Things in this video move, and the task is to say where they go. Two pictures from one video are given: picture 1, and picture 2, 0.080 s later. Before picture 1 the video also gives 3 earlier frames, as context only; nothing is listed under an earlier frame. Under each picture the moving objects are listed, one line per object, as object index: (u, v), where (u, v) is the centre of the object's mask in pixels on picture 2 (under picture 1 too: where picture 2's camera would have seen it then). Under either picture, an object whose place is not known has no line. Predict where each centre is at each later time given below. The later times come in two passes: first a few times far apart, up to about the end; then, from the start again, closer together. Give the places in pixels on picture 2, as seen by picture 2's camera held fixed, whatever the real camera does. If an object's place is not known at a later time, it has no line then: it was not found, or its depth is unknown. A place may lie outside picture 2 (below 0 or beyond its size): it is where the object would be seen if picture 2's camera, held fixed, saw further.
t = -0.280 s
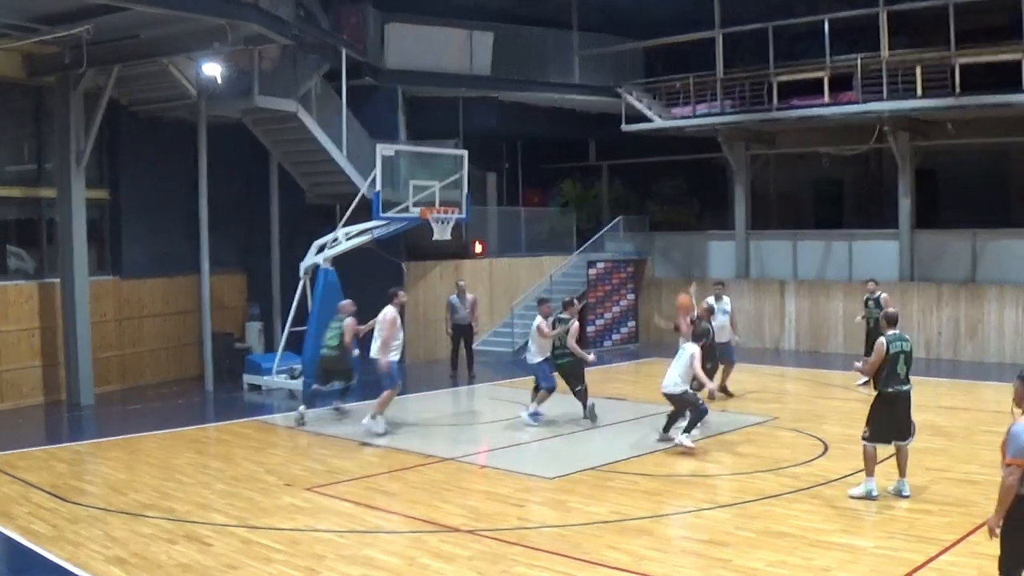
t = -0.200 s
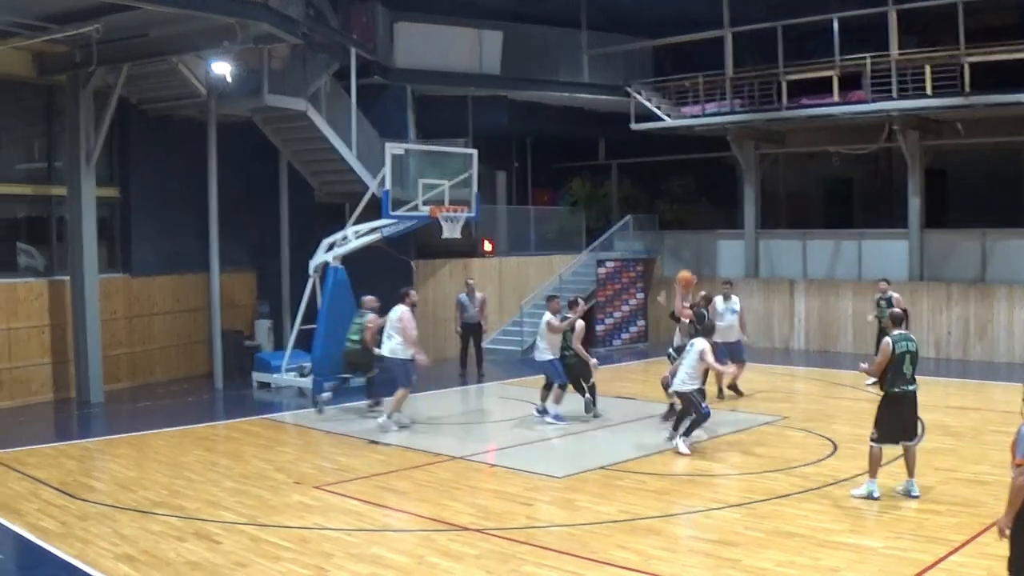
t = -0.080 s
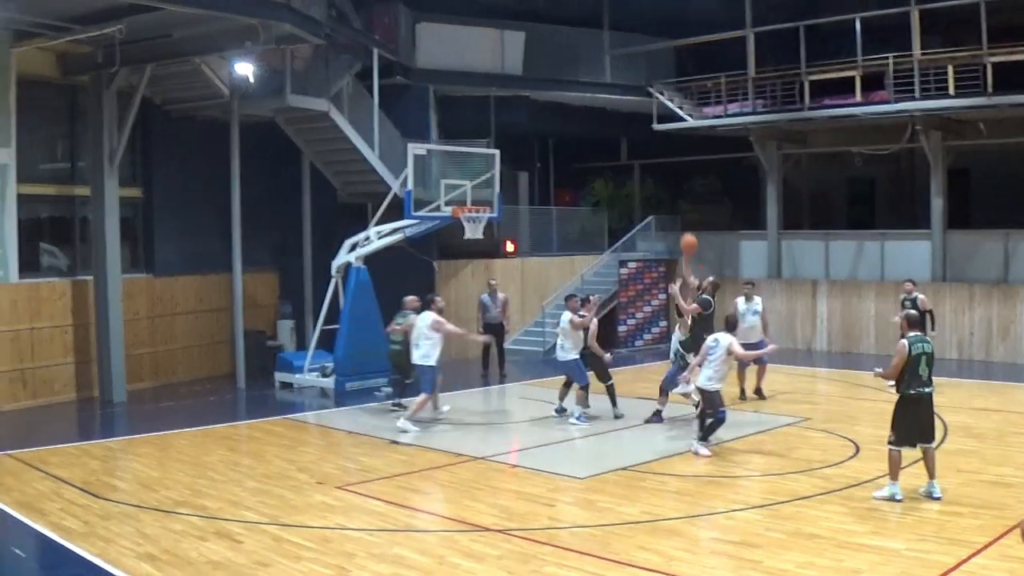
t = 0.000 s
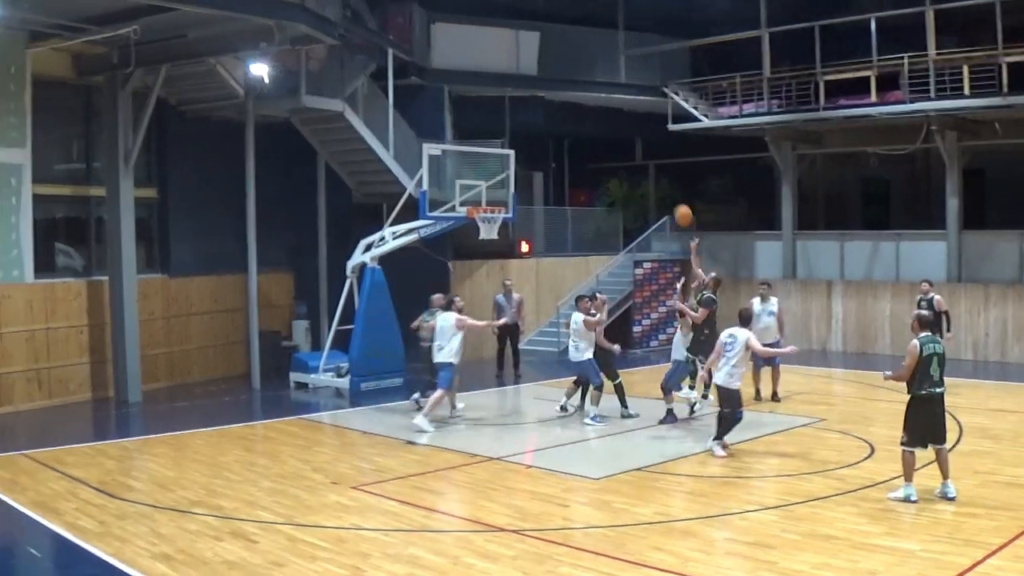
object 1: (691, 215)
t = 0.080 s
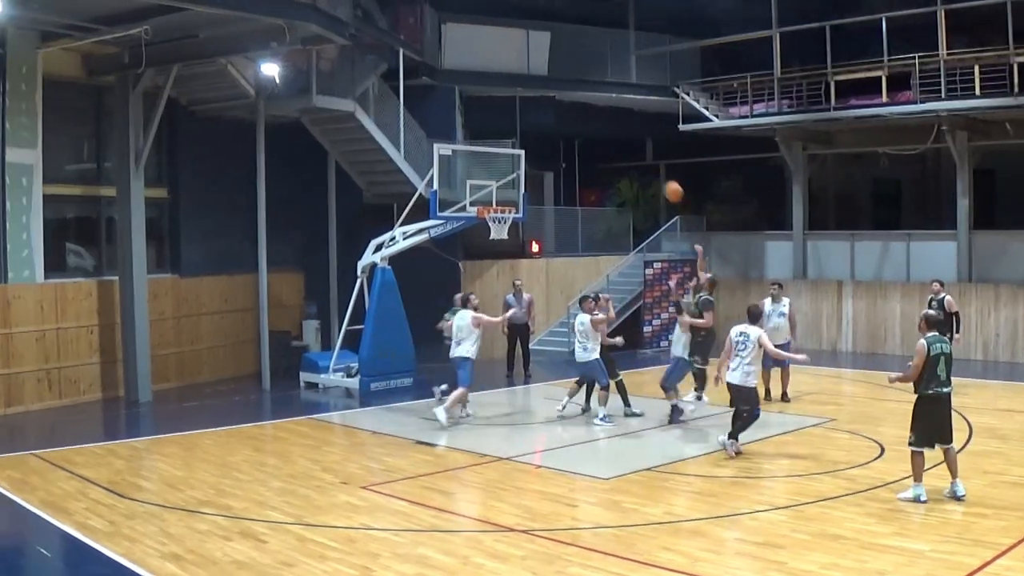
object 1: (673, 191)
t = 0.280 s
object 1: (626, 154)
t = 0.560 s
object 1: (562, 150)
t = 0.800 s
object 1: (513, 187)
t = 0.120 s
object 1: (661, 180)
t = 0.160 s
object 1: (653, 172)
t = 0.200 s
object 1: (643, 165)
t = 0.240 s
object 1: (635, 158)
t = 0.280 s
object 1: (626, 154)
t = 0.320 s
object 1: (616, 150)
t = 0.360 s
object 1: (607, 147)
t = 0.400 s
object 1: (599, 146)
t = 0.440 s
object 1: (590, 146)
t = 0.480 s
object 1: (580, 146)
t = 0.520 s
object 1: (572, 148)
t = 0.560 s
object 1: (562, 150)
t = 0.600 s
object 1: (555, 154)
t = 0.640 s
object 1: (546, 159)
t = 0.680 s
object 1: (537, 165)
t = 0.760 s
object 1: (520, 179)
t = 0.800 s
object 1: (513, 187)
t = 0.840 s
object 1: (504, 197)
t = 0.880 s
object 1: (498, 203)
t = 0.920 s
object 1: (489, 216)
